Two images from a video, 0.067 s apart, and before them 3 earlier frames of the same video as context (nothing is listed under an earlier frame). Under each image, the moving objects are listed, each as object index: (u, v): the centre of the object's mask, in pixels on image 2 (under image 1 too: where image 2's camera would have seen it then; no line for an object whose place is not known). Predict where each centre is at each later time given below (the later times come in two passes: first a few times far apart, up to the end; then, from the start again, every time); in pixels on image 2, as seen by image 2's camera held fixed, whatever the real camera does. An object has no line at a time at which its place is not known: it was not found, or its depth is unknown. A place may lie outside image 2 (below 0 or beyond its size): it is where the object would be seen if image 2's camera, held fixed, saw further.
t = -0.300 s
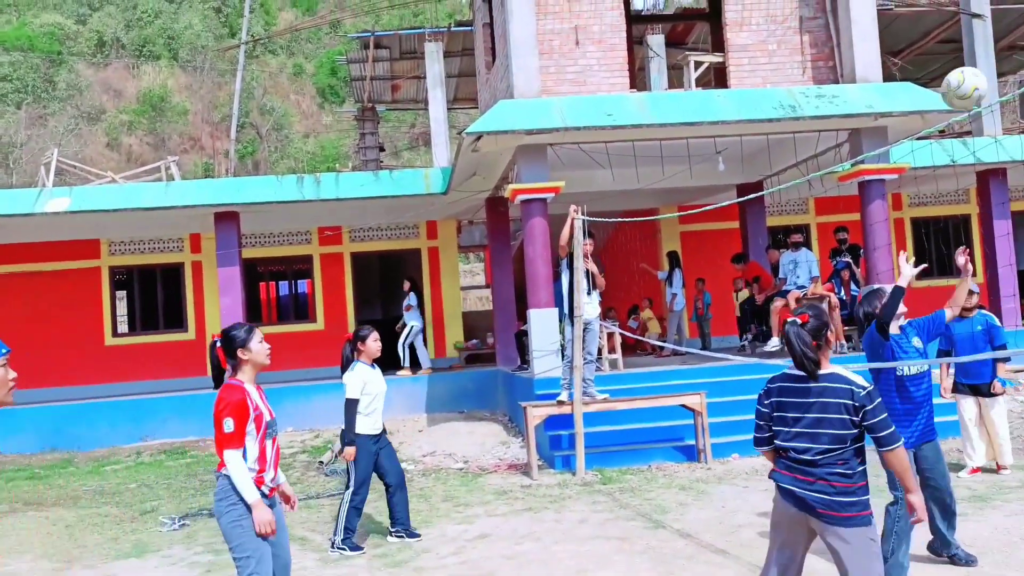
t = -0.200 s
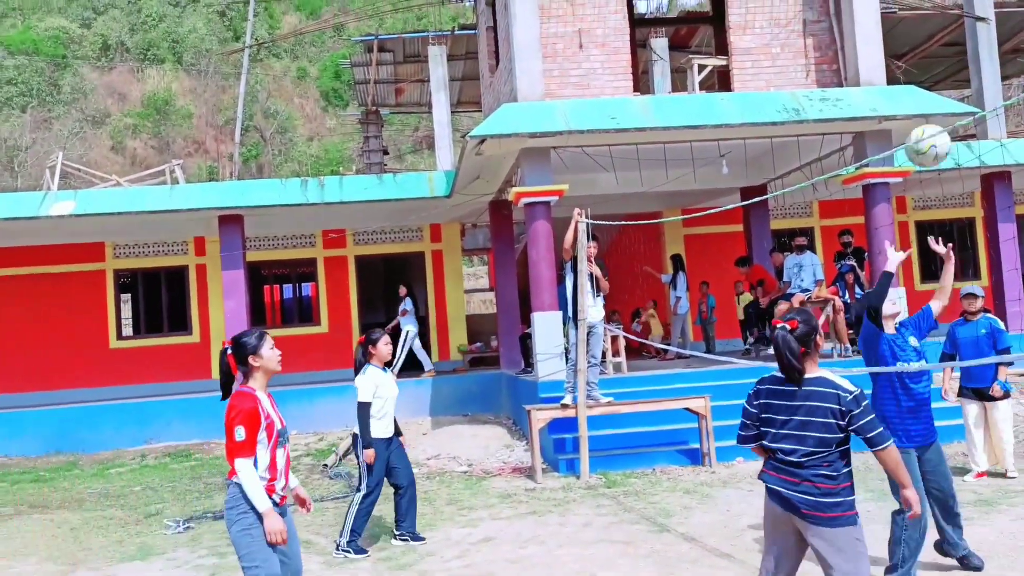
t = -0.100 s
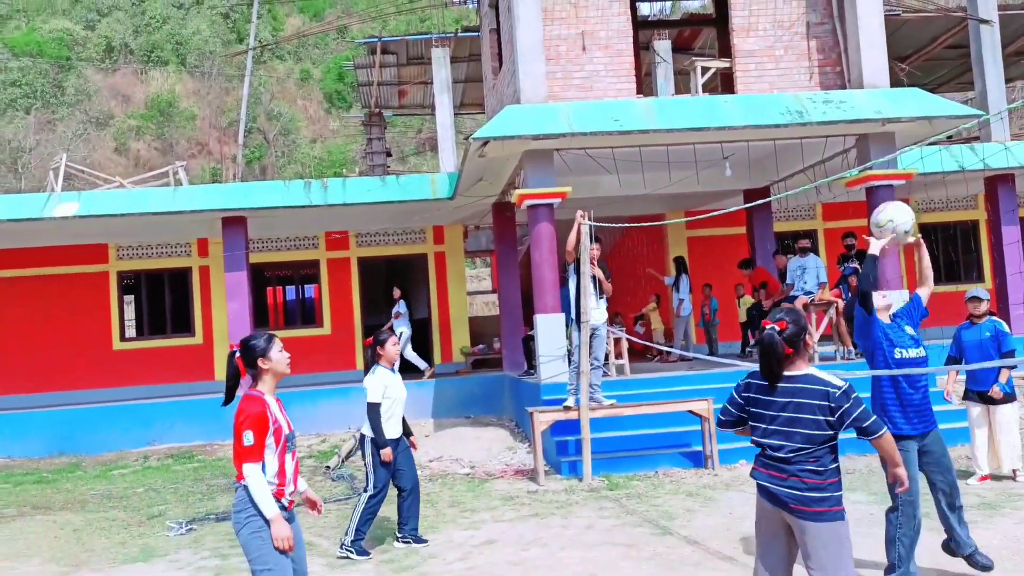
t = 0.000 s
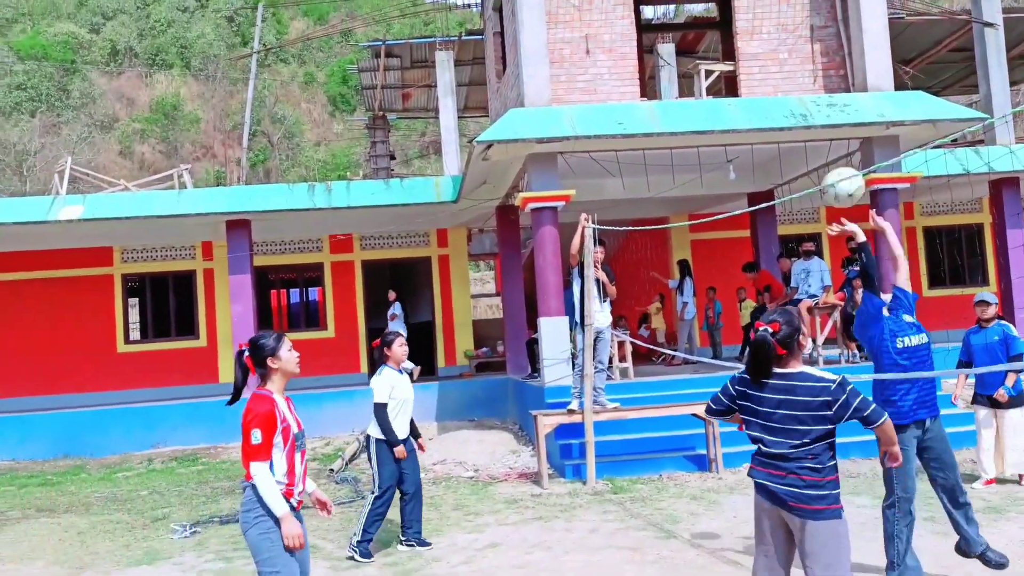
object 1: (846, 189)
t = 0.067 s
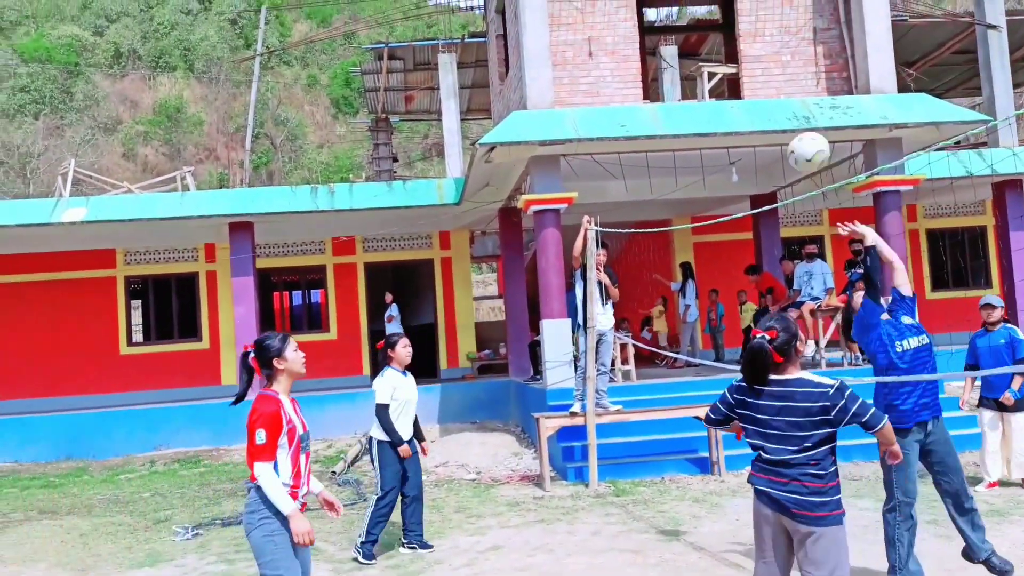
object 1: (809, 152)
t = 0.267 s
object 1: (709, 93)
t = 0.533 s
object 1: (601, 124)
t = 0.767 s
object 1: (526, 239)
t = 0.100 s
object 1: (792, 137)
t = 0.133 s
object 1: (774, 122)
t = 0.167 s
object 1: (756, 113)
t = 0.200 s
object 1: (740, 104)
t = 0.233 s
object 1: (724, 97)
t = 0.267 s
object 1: (709, 93)
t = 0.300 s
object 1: (694, 90)
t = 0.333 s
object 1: (679, 90)
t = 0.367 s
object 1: (665, 91)
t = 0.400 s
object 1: (652, 94)
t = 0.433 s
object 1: (638, 99)
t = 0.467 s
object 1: (625, 106)
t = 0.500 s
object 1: (613, 114)
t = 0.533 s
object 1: (601, 124)
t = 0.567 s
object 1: (589, 134)
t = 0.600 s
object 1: (577, 149)
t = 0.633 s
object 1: (567, 164)
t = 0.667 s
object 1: (556, 180)
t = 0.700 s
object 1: (546, 199)
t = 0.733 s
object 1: (536, 218)
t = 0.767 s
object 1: (526, 239)
